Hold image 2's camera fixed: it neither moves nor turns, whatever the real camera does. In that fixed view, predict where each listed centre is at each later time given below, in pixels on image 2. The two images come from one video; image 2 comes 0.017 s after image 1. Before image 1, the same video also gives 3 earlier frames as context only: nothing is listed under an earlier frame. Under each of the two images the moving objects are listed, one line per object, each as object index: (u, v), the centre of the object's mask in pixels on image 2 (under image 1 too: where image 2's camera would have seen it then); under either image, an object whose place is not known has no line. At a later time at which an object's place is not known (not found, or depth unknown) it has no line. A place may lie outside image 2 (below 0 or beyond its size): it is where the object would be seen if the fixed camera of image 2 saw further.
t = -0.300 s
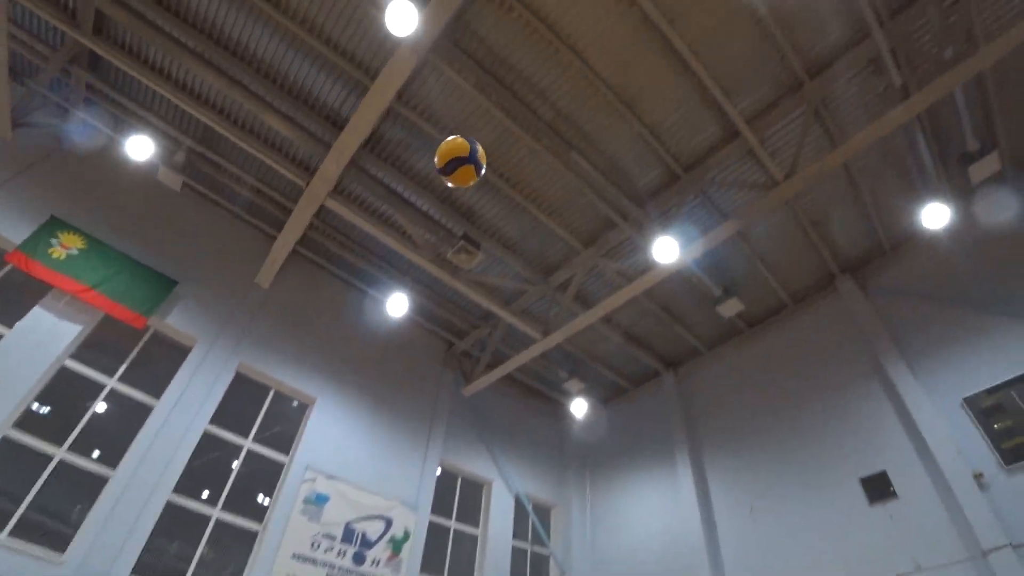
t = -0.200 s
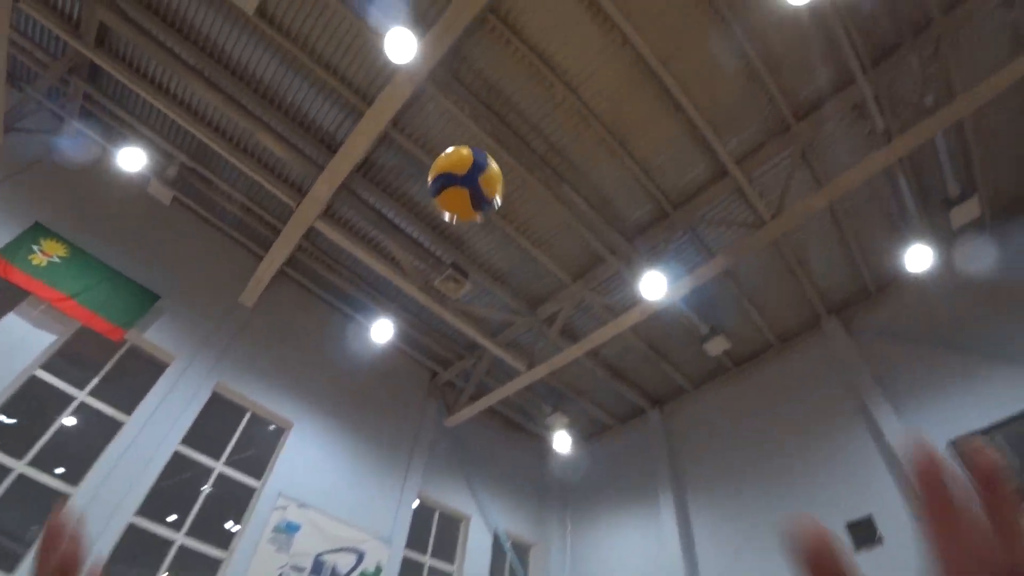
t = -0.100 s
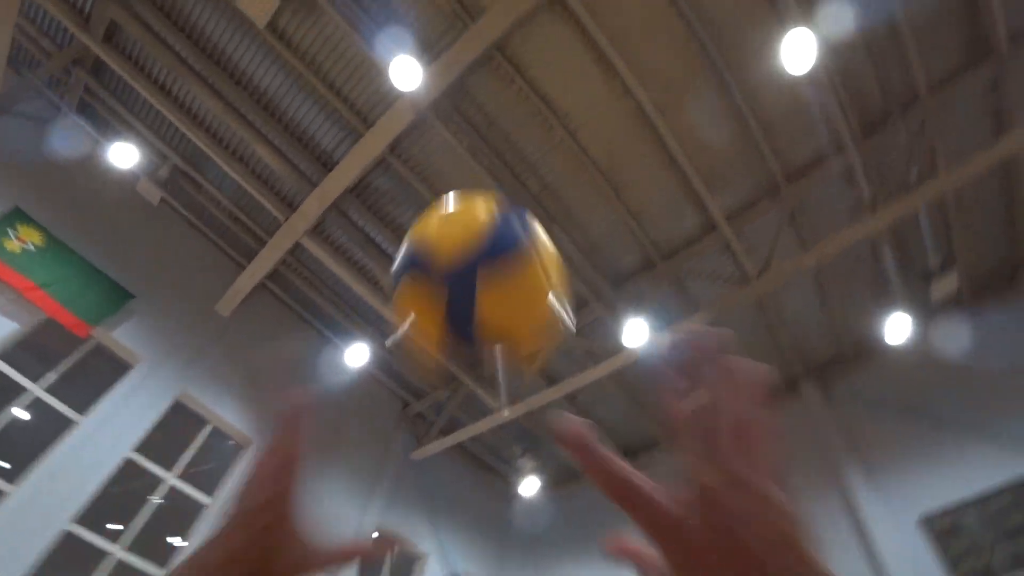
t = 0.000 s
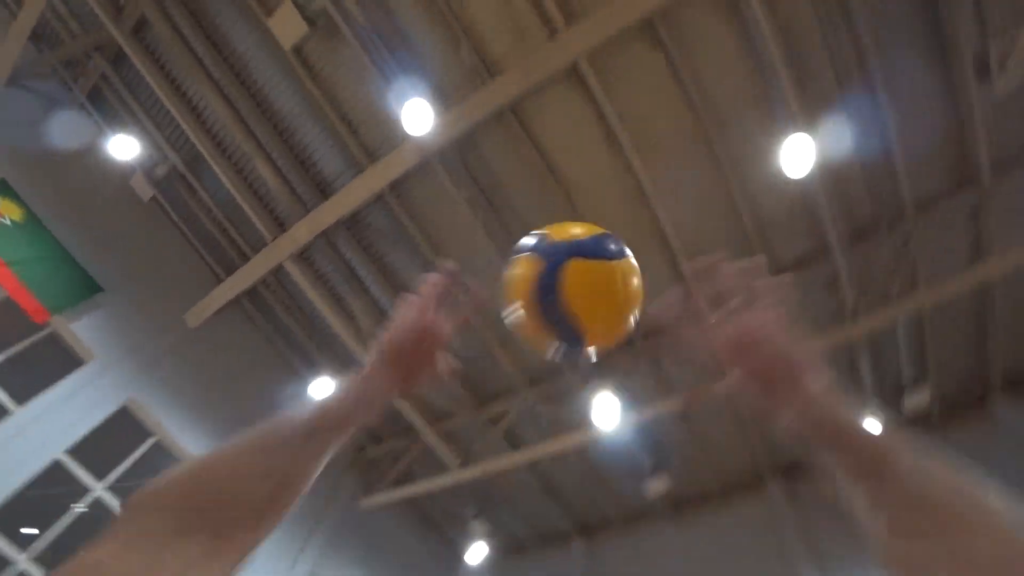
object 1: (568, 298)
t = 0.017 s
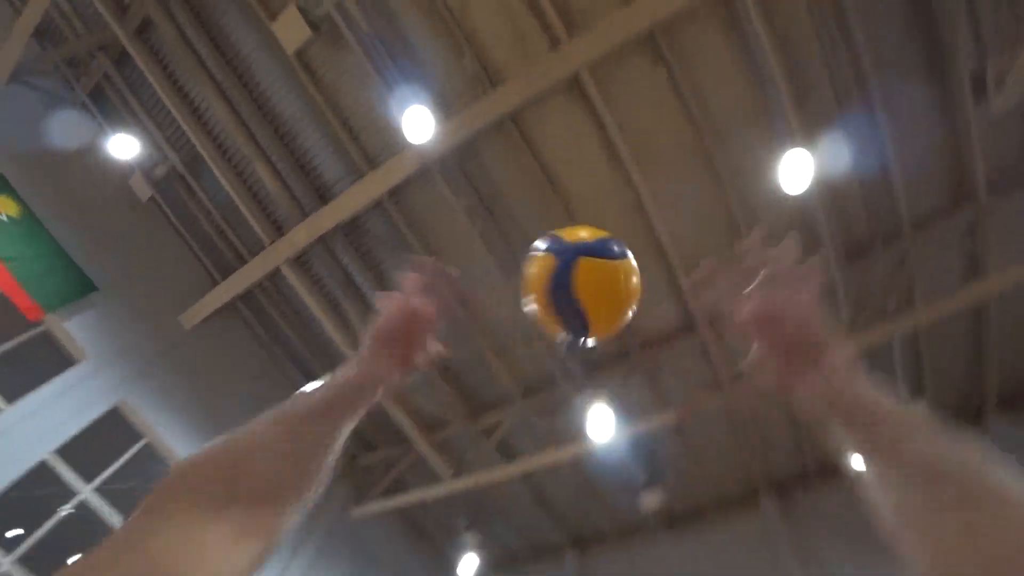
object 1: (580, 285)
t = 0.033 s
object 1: (583, 276)
